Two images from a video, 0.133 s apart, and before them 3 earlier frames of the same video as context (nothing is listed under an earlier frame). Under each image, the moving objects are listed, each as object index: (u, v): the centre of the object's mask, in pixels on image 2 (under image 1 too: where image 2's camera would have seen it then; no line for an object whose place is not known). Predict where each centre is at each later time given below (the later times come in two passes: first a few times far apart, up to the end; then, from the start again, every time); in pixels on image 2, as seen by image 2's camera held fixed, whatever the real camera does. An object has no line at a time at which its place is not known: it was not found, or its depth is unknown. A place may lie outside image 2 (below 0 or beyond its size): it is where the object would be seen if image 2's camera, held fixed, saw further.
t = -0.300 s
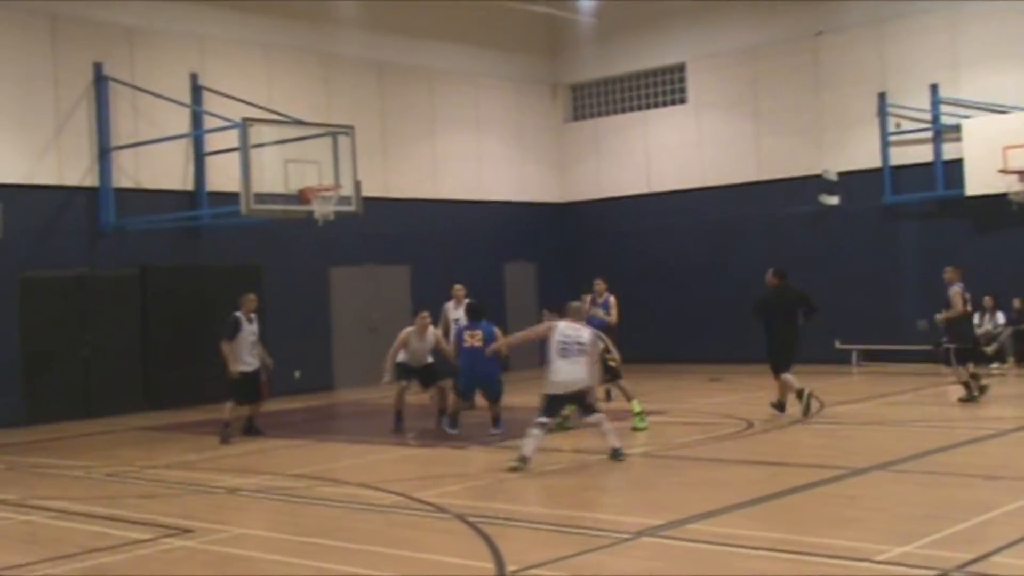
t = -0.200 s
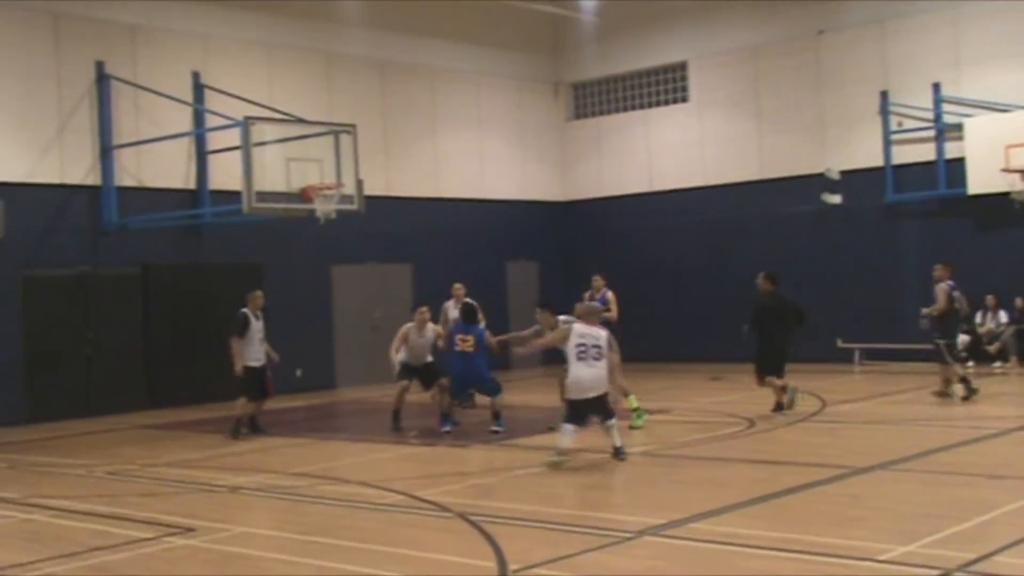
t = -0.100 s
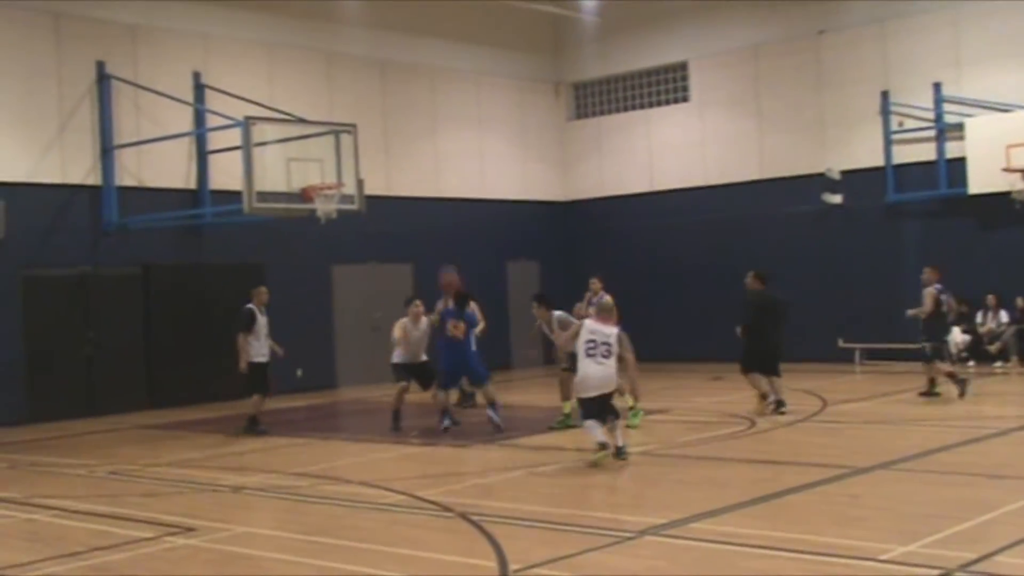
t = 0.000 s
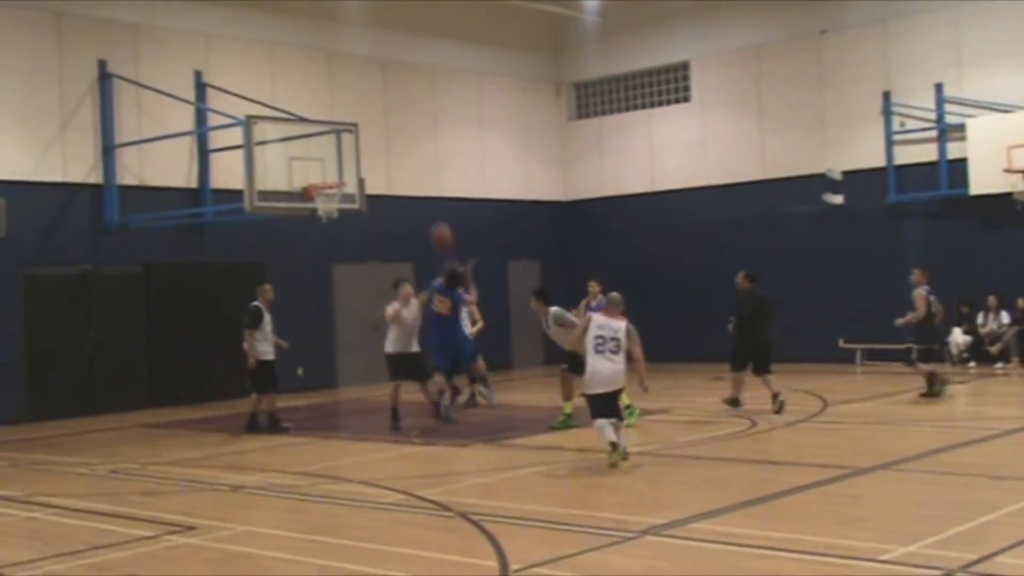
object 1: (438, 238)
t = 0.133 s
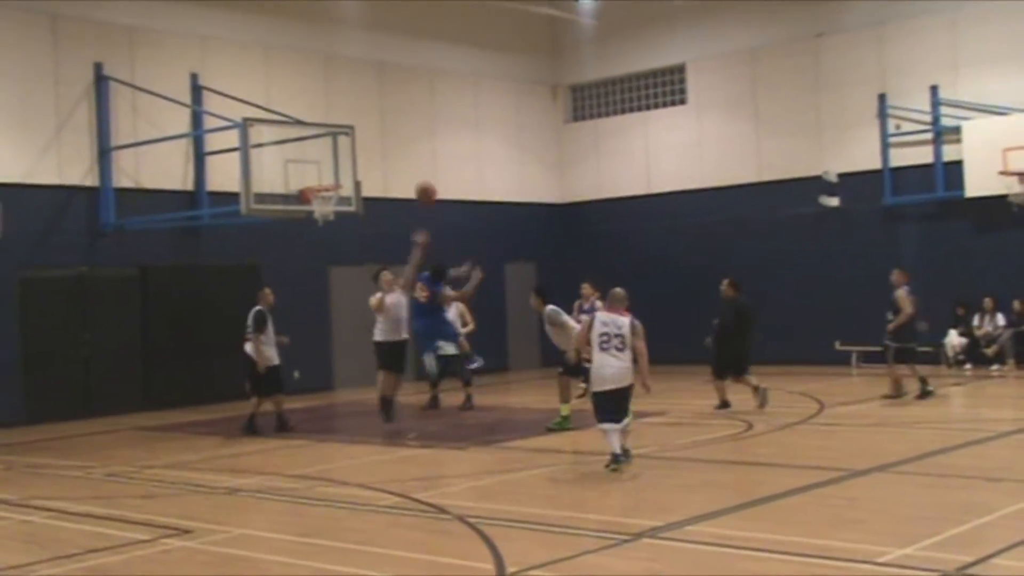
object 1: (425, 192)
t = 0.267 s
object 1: (415, 163)
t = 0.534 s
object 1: (397, 150)
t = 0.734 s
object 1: (386, 180)
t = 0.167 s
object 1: (423, 183)
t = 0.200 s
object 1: (420, 176)
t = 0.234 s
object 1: (418, 169)
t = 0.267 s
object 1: (415, 163)
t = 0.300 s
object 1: (413, 159)
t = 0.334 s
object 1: (411, 155)
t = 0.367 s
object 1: (408, 151)
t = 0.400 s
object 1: (406, 149)
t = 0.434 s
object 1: (404, 148)
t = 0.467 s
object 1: (402, 148)
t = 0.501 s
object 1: (400, 149)
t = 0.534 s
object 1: (397, 150)
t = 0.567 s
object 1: (395, 153)
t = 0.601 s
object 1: (393, 156)
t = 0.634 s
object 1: (391, 161)
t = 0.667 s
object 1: (390, 167)
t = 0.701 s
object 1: (388, 173)
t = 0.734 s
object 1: (386, 180)
